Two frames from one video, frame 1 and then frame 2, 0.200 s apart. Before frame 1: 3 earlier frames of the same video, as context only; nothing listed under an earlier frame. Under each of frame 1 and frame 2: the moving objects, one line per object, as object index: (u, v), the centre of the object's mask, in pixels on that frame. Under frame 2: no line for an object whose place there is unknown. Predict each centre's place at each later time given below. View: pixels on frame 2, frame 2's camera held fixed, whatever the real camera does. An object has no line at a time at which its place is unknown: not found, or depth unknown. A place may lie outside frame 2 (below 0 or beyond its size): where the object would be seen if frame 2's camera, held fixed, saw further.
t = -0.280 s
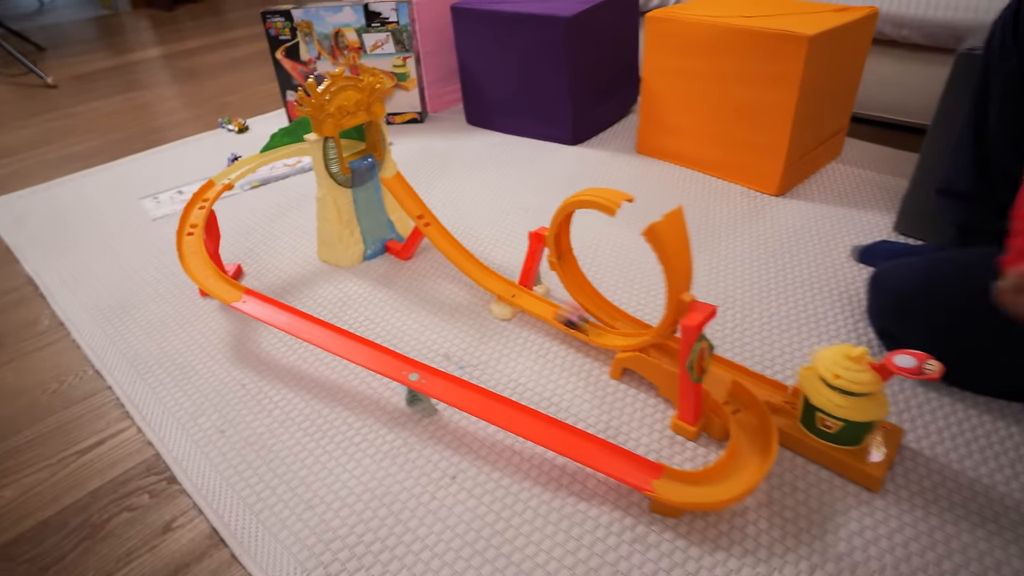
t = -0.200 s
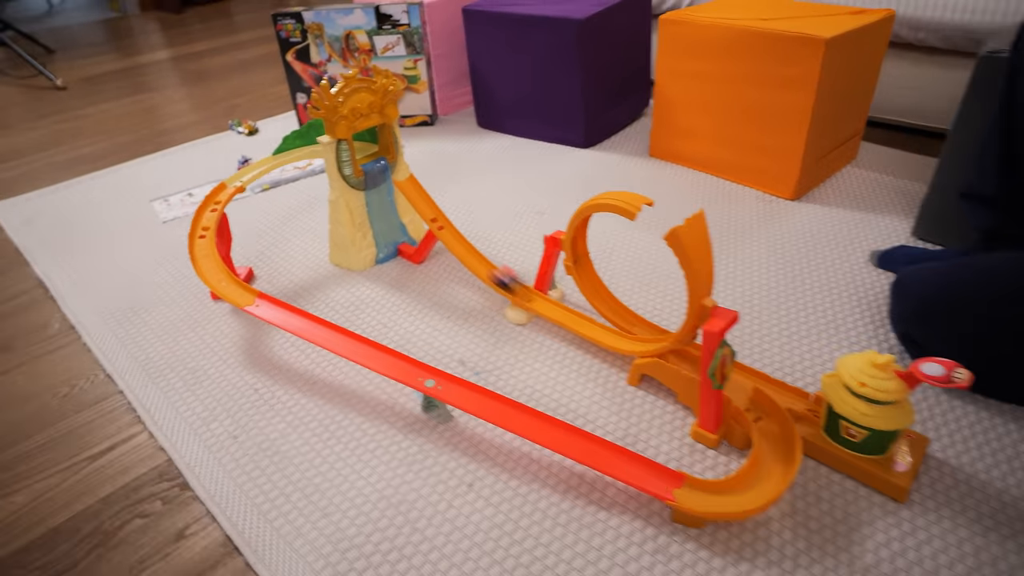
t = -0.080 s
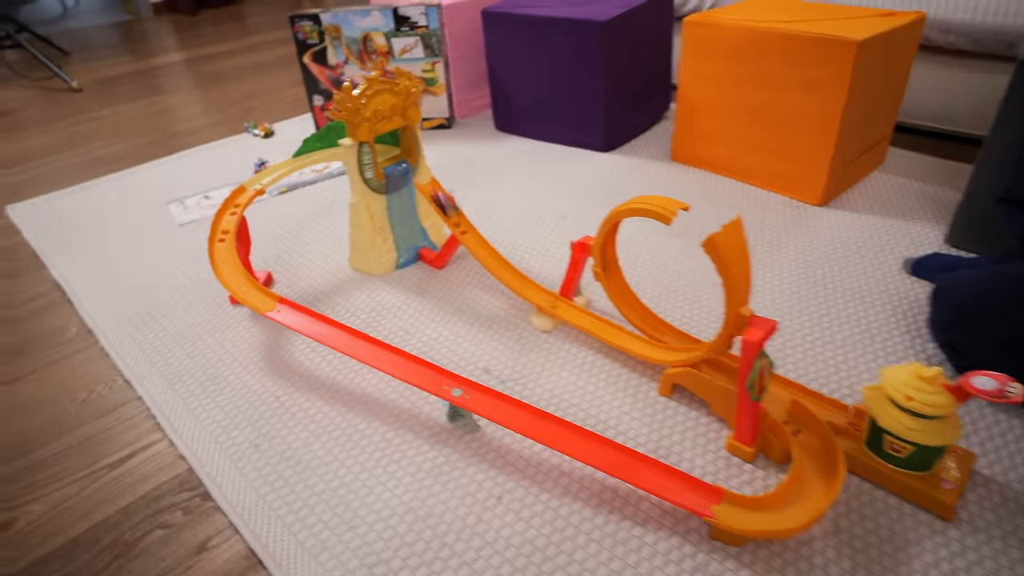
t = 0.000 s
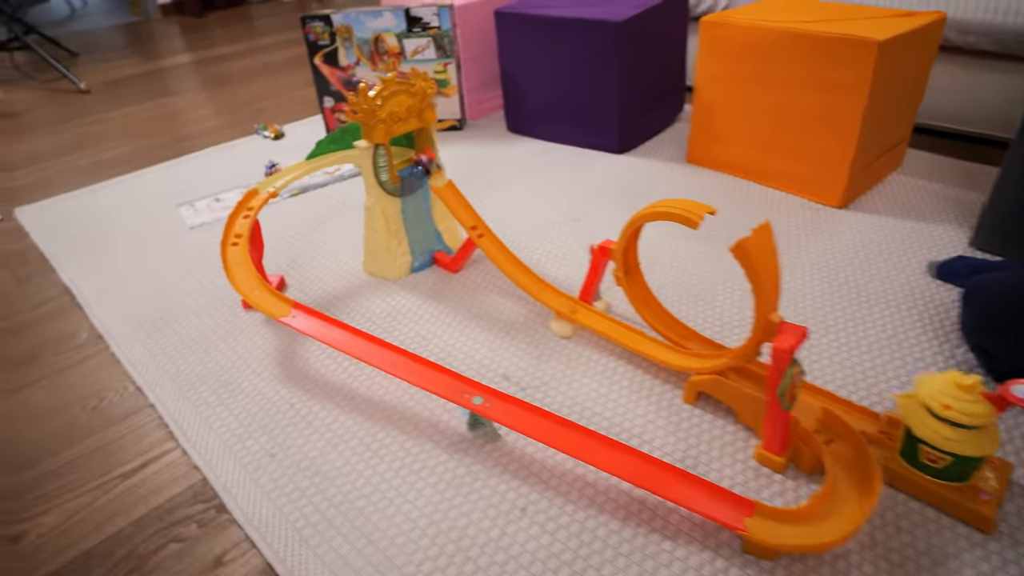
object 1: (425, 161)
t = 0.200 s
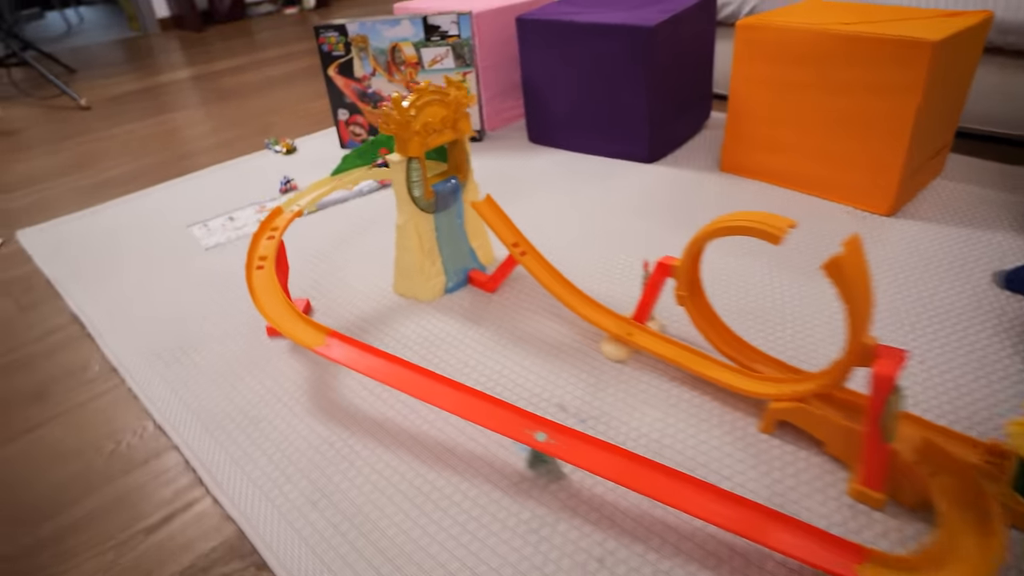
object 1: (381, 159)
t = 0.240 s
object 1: (369, 162)
